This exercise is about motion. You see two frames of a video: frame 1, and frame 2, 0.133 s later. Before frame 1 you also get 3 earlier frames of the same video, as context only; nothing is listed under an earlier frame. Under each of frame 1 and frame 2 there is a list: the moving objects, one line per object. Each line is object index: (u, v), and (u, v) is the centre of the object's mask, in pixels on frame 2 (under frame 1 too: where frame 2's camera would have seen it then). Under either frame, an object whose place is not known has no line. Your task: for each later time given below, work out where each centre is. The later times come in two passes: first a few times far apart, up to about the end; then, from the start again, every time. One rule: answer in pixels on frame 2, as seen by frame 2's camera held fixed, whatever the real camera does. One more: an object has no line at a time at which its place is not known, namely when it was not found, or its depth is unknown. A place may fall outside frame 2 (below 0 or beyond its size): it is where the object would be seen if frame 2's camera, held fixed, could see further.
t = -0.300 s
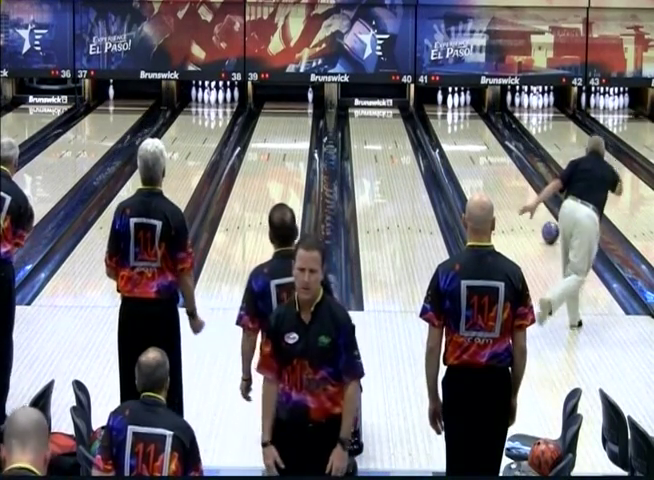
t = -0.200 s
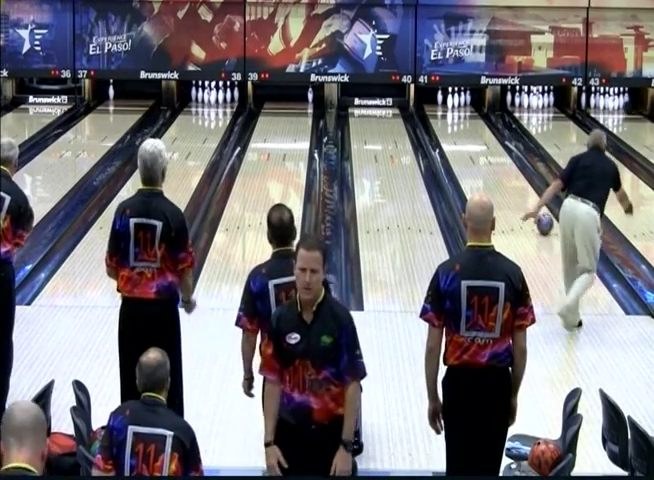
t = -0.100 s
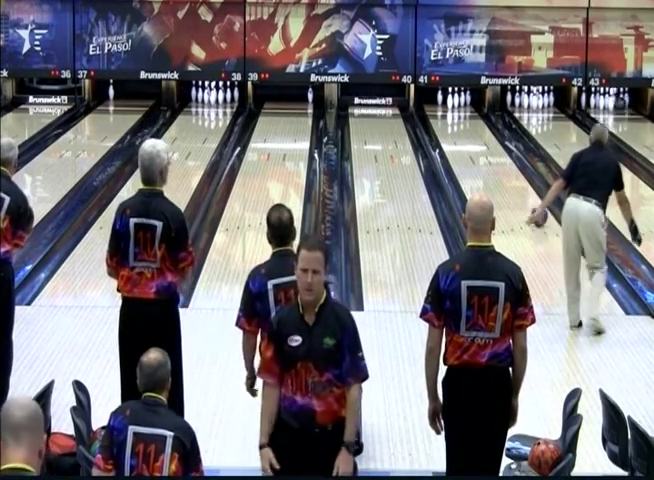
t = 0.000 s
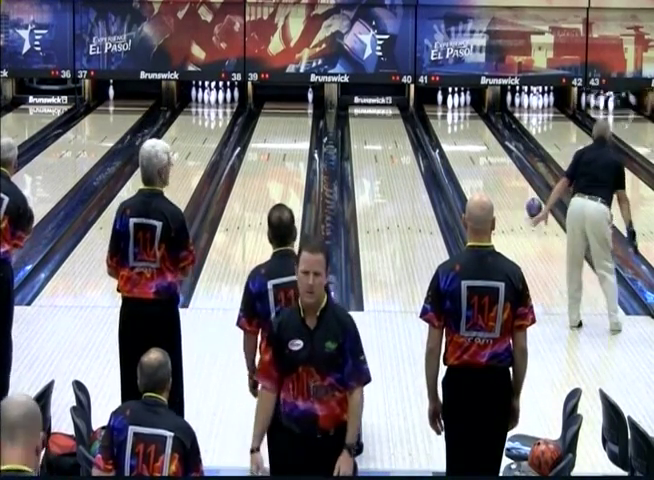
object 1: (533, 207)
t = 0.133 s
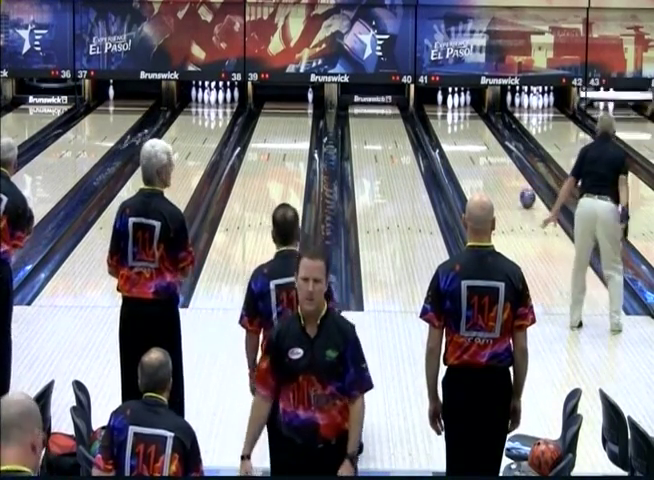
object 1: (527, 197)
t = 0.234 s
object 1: (522, 191)
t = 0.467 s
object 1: (512, 176)
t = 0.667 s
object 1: (505, 165)
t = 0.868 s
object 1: (497, 155)
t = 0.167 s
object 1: (525, 195)
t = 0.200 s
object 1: (524, 193)
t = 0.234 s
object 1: (522, 191)
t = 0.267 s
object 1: (521, 188)
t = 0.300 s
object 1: (520, 186)
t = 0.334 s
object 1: (518, 184)
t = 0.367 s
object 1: (517, 182)
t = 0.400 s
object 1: (515, 180)
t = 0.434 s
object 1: (514, 178)
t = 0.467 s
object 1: (512, 176)
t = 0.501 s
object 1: (511, 174)
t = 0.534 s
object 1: (510, 172)
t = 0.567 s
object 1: (508, 170)
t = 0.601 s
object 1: (507, 169)
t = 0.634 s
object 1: (506, 167)
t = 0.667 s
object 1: (505, 165)
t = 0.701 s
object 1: (504, 163)
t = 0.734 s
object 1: (502, 161)
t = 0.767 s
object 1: (501, 160)
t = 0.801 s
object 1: (500, 158)
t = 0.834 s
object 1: (499, 157)
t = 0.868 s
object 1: (497, 155)
